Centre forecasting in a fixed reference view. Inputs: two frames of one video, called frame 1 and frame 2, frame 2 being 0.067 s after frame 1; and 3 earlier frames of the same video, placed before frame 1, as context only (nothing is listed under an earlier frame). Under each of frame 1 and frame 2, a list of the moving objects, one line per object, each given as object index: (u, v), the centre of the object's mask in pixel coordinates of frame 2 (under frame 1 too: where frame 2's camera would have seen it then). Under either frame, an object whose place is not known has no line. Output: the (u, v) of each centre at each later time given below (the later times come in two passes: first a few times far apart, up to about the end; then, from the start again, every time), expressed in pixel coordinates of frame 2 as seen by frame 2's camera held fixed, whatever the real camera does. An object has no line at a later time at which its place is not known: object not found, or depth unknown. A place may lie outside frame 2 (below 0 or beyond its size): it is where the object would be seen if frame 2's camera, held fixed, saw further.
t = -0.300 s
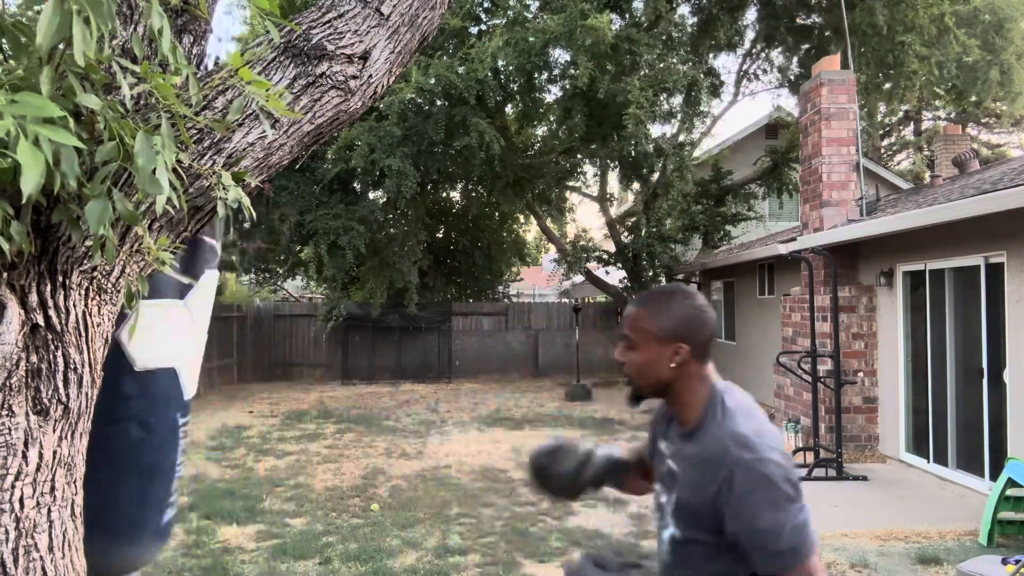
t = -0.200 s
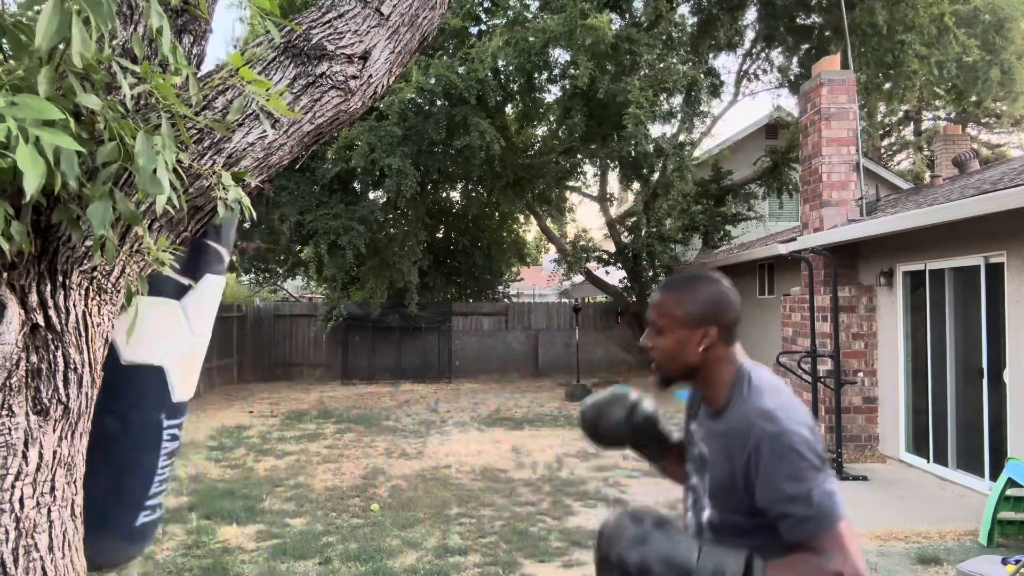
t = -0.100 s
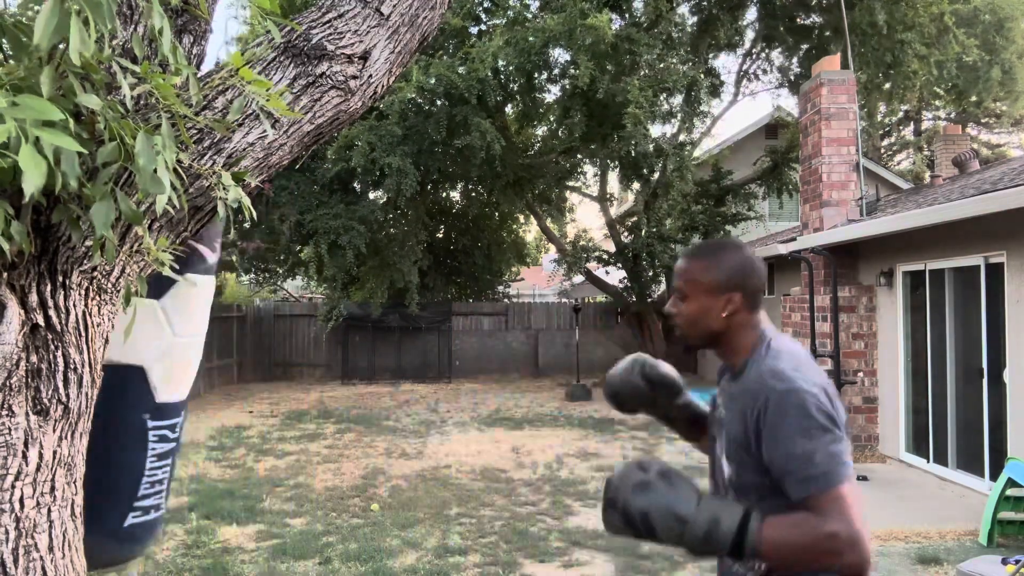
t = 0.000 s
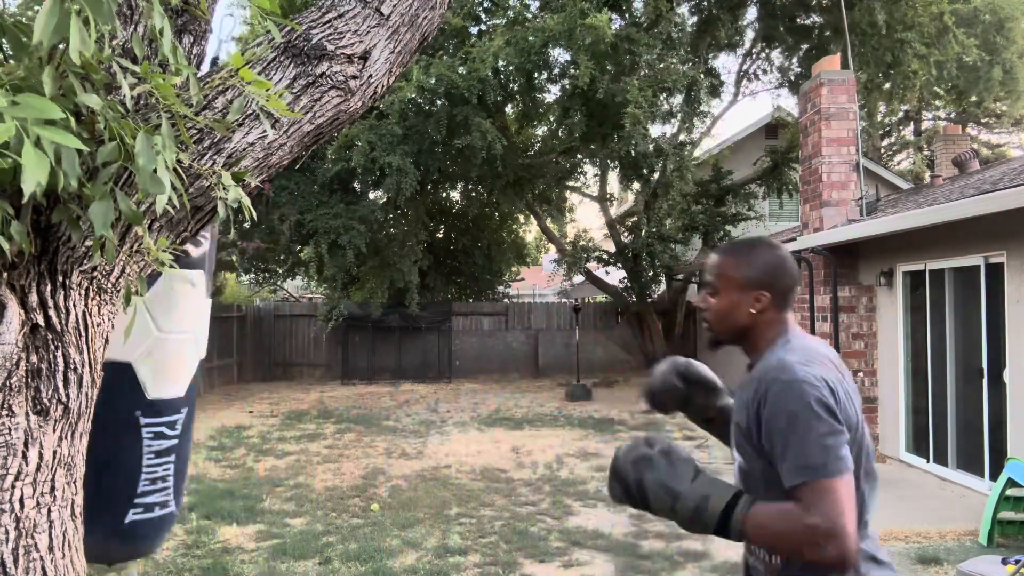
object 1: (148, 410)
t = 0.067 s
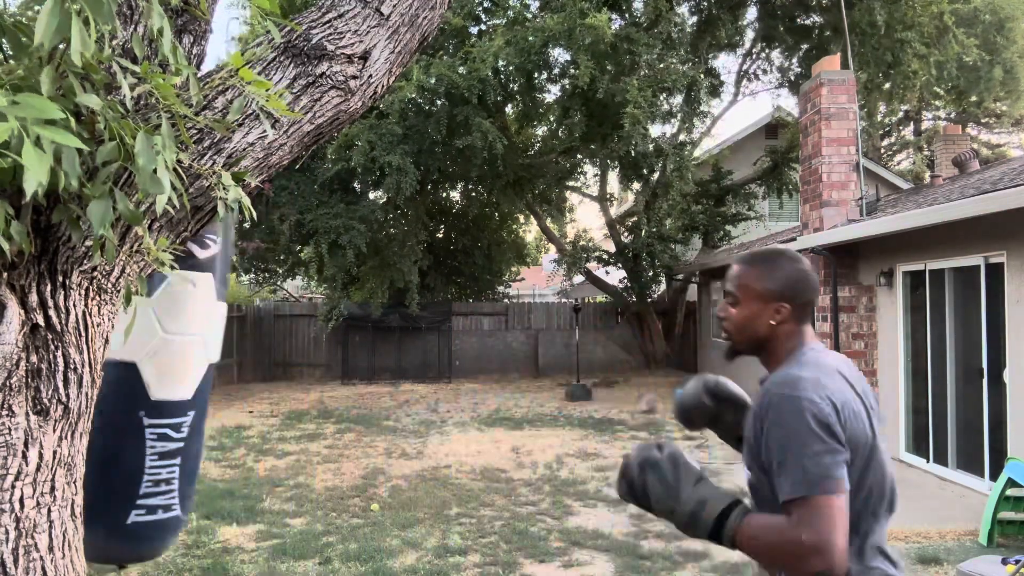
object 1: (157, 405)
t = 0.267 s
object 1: (198, 396)
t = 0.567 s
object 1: (286, 381)
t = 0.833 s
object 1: (341, 369)
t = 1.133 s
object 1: (350, 369)
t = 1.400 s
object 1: (303, 384)
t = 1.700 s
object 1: (208, 402)
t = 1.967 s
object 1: (156, 408)
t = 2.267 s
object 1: (151, 400)
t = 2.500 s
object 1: (174, 400)
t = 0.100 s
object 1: (162, 401)
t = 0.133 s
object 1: (167, 398)
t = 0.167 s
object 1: (173, 397)
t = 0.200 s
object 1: (182, 397)
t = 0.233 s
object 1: (190, 397)
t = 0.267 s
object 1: (198, 396)
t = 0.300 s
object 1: (207, 394)
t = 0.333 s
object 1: (218, 392)
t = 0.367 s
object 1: (229, 390)
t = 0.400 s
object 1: (240, 386)
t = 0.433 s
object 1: (251, 384)
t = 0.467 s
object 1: (261, 384)
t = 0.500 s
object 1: (270, 383)
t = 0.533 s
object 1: (278, 383)
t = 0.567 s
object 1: (286, 381)
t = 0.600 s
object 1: (295, 379)
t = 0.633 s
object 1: (304, 377)
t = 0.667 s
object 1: (312, 375)
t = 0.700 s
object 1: (320, 373)
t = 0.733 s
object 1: (326, 372)
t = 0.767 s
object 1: (331, 371)
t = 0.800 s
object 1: (336, 370)
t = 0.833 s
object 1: (341, 369)
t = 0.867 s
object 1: (345, 368)
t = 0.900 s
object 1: (349, 367)
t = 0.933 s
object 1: (352, 366)
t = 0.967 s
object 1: (354, 365)
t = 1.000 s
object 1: (355, 365)
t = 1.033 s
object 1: (354, 365)
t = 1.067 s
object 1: (353, 366)
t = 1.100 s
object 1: (352, 367)
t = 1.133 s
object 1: (350, 369)
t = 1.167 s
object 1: (347, 370)
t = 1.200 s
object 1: (344, 372)
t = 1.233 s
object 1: (339, 374)
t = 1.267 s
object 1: (333, 376)
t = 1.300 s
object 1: (326, 378)
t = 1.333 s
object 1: (319, 380)
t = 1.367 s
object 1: (311, 382)
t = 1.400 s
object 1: (303, 384)
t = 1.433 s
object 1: (293, 385)
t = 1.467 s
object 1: (284, 387)
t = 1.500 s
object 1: (273, 389)
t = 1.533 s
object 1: (262, 391)
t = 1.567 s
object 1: (252, 393)
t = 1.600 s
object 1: (241, 396)
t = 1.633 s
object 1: (230, 398)
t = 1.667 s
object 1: (219, 401)
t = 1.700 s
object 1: (208, 402)
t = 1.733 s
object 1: (198, 406)
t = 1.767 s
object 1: (188, 408)
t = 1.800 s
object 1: (178, 411)
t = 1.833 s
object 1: (170, 413)
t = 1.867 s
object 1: (165, 412)
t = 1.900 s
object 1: (161, 411)
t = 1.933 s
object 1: (158, 409)
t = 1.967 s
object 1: (156, 408)
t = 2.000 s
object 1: (153, 407)
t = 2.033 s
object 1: (151, 405)
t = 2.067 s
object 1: (150, 404)
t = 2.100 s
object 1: (149, 403)
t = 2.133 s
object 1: (149, 402)
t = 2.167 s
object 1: (149, 401)
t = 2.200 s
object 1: (149, 400)
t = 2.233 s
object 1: (150, 400)
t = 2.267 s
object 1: (151, 400)
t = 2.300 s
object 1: (153, 400)
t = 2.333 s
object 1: (155, 400)
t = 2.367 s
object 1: (157, 401)
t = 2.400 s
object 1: (160, 402)
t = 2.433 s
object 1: (163, 402)
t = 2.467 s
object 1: (167, 401)
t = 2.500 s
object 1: (174, 400)
